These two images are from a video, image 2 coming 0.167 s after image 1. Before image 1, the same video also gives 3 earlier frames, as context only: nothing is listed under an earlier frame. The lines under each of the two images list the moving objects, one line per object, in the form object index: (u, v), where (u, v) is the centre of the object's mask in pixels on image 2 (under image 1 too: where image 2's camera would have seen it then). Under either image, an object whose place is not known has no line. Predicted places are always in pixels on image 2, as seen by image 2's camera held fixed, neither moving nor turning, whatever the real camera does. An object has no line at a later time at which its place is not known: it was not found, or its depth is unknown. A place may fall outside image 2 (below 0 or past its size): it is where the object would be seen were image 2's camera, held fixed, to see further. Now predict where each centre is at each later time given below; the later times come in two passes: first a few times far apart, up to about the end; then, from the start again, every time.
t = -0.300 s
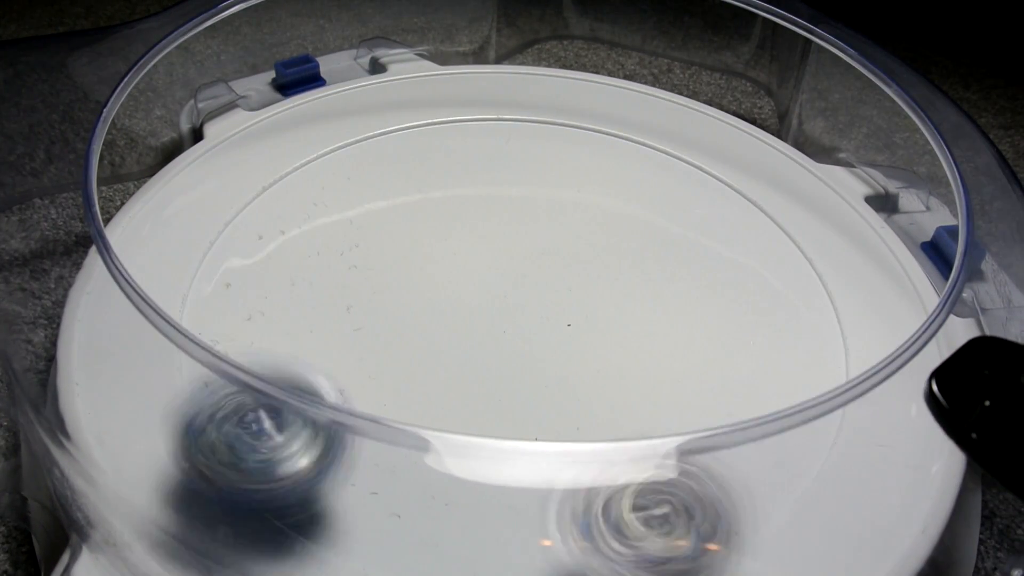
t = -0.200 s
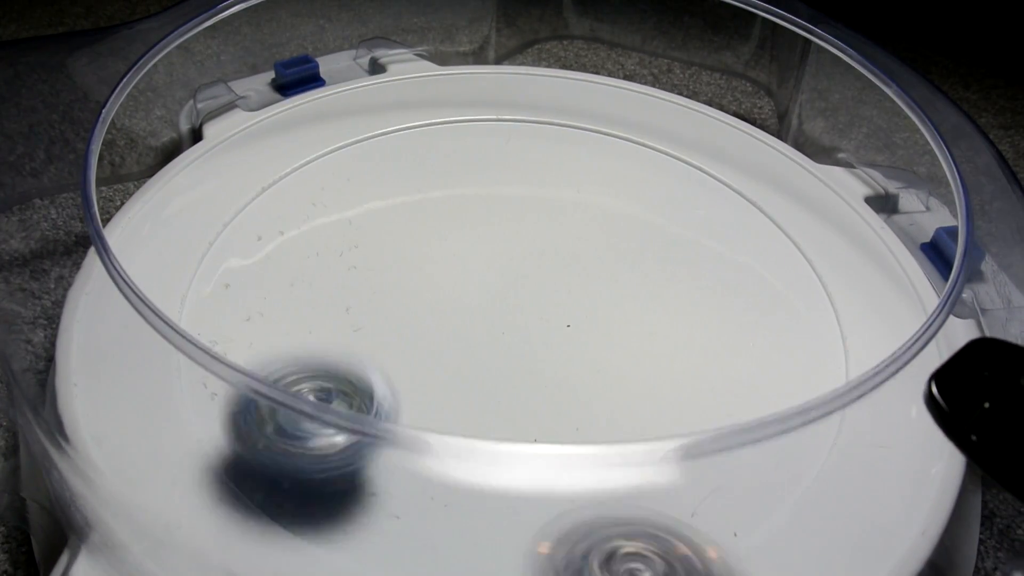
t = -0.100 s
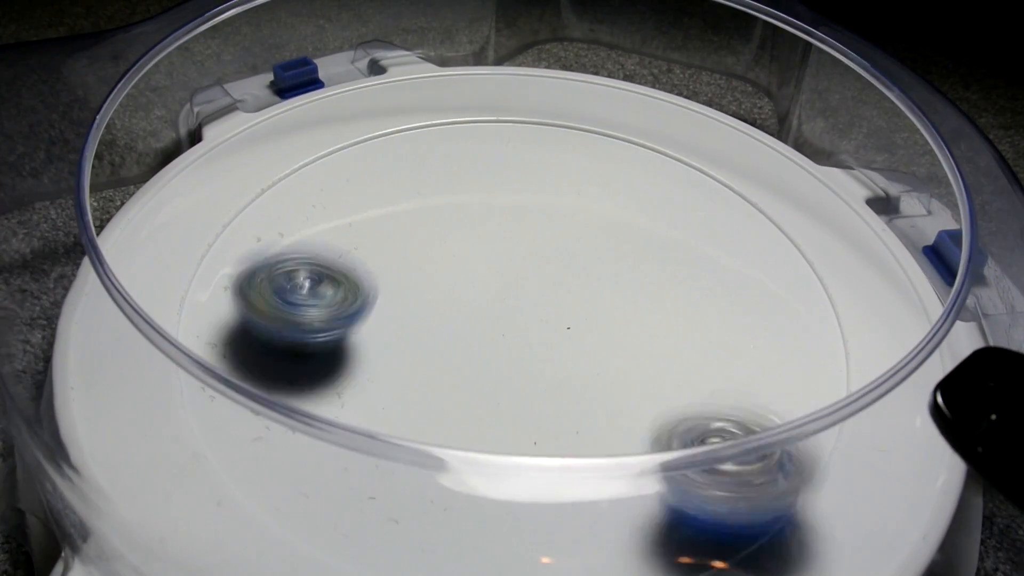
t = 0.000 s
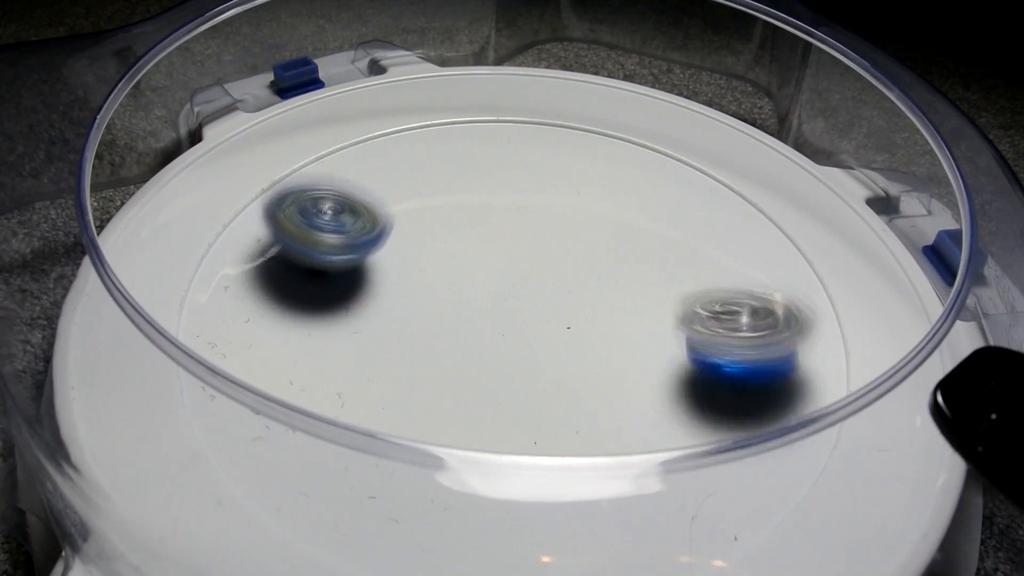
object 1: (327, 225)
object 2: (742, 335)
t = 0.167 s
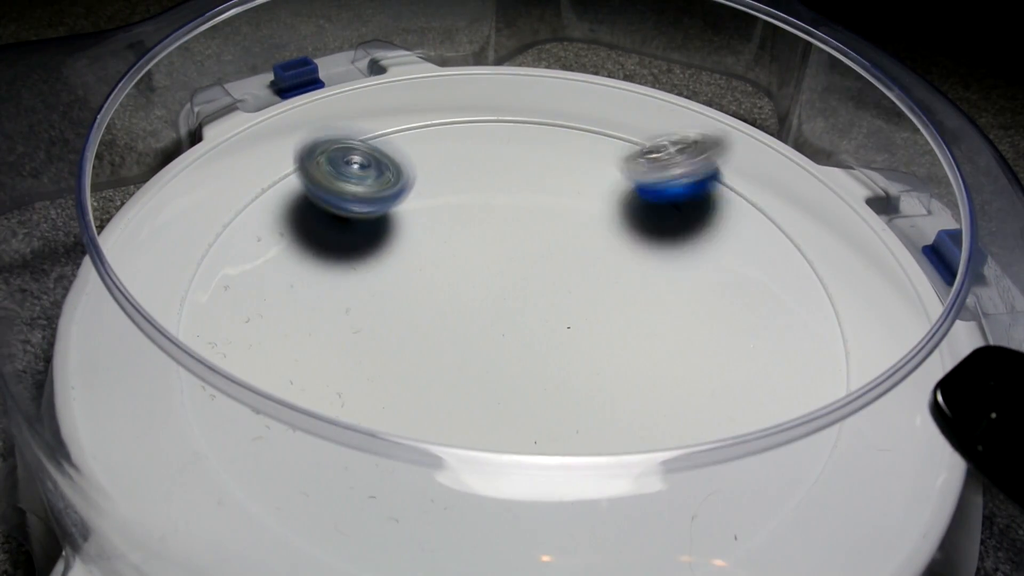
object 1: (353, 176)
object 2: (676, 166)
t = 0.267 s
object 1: (357, 177)
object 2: (615, 112)
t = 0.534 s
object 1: (361, 244)
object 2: (491, 150)
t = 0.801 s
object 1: (491, 336)
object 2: (588, 262)
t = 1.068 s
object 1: (604, 313)
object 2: (769, 218)
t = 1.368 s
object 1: (462, 233)
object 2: (673, 347)
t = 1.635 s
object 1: (279, 220)
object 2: (530, 349)
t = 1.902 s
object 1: (327, 226)
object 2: (645, 413)
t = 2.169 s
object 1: (507, 220)
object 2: (514, 317)
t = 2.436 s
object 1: (544, 107)
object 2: (613, 285)
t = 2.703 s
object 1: (549, 215)
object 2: (591, 323)
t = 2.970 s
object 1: (646, 206)
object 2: (330, 416)
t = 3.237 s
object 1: (603, 291)
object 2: (314, 257)
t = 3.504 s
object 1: (559, 395)
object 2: (623, 219)
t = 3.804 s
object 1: (515, 380)
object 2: (794, 333)
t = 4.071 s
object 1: (420, 273)
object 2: (504, 380)
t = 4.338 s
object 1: (314, 160)
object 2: (419, 236)
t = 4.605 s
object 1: (390, 181)
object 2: (628, 256)
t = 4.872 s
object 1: (572, 223)
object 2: (573, 398)
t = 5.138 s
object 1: (707, 267)
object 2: (372, 277)
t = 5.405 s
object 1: (671, 335)
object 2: (514, 167)
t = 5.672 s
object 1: (512, 369)
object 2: (680, 277)
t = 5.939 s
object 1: (387, 321)
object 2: (512, 401)
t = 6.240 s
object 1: (388, 212)
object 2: (344, 302)
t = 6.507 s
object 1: (484, 171)
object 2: (504, 314)
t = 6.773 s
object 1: (600, 229)
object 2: (636, 376)
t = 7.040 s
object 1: (689, 300)
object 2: (486, 375)
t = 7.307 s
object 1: (624, 342)
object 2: (375, 251)
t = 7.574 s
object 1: (464, 324)
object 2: (538, 200)
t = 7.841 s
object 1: (399, 258)
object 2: (659, 313)
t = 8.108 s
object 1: (461, 234)
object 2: (495, 389)
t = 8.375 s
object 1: (556, 266)
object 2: (396, 260)
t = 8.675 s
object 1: (592, 334)
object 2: (560, 199)
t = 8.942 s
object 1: (509, 346)
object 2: (662, 300)
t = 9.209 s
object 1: (441, 299)
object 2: (568, 349)
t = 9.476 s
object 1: (363, 204)
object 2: (625, 349)
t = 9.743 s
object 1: (450, 227)
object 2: (588, 316)
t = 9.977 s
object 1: (457, 256)
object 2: (608, 285)
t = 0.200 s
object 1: (355, 174)
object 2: (656, 145)
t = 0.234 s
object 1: (356, 175)
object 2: (636, 128)
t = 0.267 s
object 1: (357, 177)
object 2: (615, 112)
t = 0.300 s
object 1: (356, 182)
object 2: (596, 103)
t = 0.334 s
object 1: (354, 188)
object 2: (576, 98)
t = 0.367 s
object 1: (352, 194)
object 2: (558, 95)
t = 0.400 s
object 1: (349, 206)
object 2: (541, 97)
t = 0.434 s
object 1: (346, 217)
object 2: (526, 104)
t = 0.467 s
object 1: (348, 227)
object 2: (513, 115)
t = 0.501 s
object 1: (354, 235)
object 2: (501, 128)
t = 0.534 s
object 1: (361, 244)
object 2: (491, 150)
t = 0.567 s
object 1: (375, 250)
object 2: (483, 170)
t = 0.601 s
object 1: (391, 257)
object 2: (479, 190)
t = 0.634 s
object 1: (388, 275)
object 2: (494, 203)
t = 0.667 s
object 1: (393, 294)
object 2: (511, 215)
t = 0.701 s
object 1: (406, 311)
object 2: (530, 228)
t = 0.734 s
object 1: (429, 325)
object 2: (550, 242)
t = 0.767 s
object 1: (457, 333)
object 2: (569, 249)
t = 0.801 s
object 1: (491, 336)
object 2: (588, 262)
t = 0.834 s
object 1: (516, 340)
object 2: (611, 264)
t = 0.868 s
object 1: (529, 350)
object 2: (640, 256)
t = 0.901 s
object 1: (543, 354)
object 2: (667, 246)
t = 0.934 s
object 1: (562, 350)
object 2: (691, 236)
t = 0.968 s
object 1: (579, 343)
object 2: (713, 227)
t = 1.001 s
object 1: (592, 333)
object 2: (734, 221)
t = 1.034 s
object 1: (600, 323)
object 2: (754, 217)
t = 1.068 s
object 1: (604, 313)
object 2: (769, 218)
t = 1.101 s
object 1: (605, 303)
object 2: (778, 222)
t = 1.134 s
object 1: (603, 294)
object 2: (785, 235)
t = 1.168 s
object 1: (598, 286)
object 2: (783, 250)
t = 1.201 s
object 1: (592, 280)
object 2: (768, 267)
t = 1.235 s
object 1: (583, 276)
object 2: (740, 283)
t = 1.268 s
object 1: (574, 273)
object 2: (709, 293)
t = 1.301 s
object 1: (532, 258)
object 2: (703, 317)
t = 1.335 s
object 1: (494, 245)
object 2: (694, 332)
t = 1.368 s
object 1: (462, 233)
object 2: (673, 347)
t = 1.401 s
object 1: (433, 222)
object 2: (646, 358)
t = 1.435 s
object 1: (408, 222)
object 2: (609, 361)
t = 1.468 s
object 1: (389, 226)
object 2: (569, 361)
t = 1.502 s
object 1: (372, 237)
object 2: (532, 352)
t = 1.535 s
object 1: (362, 252)
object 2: (497, 338)
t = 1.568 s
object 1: (353, 265)
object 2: (472, 321)
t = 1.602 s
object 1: (315, 239)
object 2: (497, 331)
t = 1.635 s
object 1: (279, 220)
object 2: (530, 349)
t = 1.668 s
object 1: (255, 201)
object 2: (560, 360)
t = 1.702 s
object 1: (241, 190)
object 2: (588, 373)
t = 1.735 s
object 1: (246, 192)
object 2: (612, 384)
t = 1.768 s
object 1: (260, 198)
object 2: (630, 395)
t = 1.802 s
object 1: (274, 207)
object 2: (646, 400)
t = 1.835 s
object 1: (290, 215)
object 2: (651, 405)
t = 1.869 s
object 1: (308, 220)
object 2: (653, 409)
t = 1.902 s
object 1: (327, 226)
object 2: (645, 413)
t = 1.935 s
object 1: (348, 233)
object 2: (632, 416)
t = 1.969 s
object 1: (372, 238)
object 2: (606, 415)
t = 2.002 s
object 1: (394, 240)
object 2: (584, 411)
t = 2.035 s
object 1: (418, 240)
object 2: (559, 404)
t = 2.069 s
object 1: (442, 238)
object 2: (540, 391)
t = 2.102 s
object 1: (466, 235)
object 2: (526, 364)
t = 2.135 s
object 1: (488, 233)
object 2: (515, 339)
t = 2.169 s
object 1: (507, 220)
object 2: (514, 317)
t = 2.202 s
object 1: (525, 195)
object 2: (518, 309)
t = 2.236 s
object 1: (538, 170)
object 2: (526, 304)
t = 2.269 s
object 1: (546, 144)
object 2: (536, 300)
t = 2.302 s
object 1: (552, 129)
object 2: (551, 293)
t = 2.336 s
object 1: (552, 116)
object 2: (565, 289)
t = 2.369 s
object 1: (553, 105)
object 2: (582, 285)
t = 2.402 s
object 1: (550, 99)
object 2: (598, 283)
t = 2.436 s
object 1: (544, 107)
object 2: (613, 285)
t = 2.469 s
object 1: (540, 114)
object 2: (624, 288)
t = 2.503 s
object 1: (534, 125)
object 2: (634, 291)
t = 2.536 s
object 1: (531, 136)
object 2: (639, 296)
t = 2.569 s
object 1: (530, 151)
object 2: (639, 302)
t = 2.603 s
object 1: (529, 168)
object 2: (634, 309)
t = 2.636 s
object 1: (534, 182)
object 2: (626, 317)
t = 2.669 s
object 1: (541, 199)
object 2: (610, 321)
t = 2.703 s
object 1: (549, 215)
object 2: (591, 323)
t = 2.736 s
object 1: (562, 225)
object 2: (571, 322)
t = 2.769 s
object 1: (577, 229)
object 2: (548, 340)
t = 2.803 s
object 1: (598, 216)
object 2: (519, 370)
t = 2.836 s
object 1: (616, 206)
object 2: (484, 390)
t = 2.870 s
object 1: (630, 201)
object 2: (447, 398)
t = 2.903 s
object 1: (640, 201)
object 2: (407, 415)
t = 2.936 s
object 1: (644, 203)
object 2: (365, 421)
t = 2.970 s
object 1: (646, 206)
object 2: (330, 416)
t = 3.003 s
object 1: (644, 210)
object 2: (297, 405)
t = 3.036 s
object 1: (641, 217)
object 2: (270, 390)
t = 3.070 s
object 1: (636, 225)
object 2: (249, 367)
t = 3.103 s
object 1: (631, 236)
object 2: (251, 335)
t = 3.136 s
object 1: (624, 247)
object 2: (246, 318)
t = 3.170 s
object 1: (617, 261)
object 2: (258, 297)
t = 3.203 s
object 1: (610, 275)
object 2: (284, 276)
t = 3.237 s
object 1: (603, 291)
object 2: (314, 257)
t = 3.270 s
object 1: (596, 307)
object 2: (348, 242)
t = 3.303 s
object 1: (590, 323)
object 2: (388, 228)
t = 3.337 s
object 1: (583, 338)
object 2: (429, 221)
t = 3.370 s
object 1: (577, 354)
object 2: (471, 216)
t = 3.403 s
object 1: (571, 367)
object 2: (512, 214)
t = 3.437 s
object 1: (567, 381)
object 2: (552, 213)
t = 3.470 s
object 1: (562, 390)
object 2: (588, 216)
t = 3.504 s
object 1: (559, 395)
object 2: (623, 219)
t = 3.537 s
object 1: (554, 398)
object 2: (655, 224)
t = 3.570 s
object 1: (550, 401)
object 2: (684, 230)
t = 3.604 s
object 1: (547, 402)
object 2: (709, 239)
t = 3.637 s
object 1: (543, 401)
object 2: (733, 252)
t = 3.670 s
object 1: (538, 399)
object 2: (755, 264)
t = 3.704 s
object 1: (532, 398)
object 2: (772, 278)
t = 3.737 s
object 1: (529, 394)
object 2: (786, 294)
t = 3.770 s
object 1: (523, 389)
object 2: (794, 313)
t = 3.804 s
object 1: (515, 380)
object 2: (794, 333)
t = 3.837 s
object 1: (508, 372)
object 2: (782, 356)
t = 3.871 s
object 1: (502, 362)
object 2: (755, 373)
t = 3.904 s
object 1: (491, 350)
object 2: (723, 385)
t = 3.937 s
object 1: (481, 339)
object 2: (680, 394)
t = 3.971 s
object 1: (472, 327)
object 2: (628, 397)
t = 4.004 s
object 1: (460, 315)
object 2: (576, 394)
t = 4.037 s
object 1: (442, 296)
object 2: (532, 388)
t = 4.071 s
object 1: (420, 273)
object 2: (504, 380)
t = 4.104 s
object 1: (394, 249)
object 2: (476, 367)
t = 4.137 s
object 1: (374, 230)
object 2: (451, 350)
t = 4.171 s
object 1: (357, 213)
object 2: (431, 331)
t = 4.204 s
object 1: (344, 201)
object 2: (416, 310)
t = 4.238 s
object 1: (333, 190)
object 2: (406, 287)
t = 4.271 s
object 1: (325, 182)
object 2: (403, 266)
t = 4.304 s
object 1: (318, 173)
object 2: (406, 246)
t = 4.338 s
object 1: (314, 160)
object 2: (419, 236)
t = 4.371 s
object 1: (309, 149)
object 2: (440, 230)
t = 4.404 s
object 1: (308, 145)
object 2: (465, 225)
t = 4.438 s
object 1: (317, 147)
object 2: (492, 222)
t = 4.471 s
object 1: (327, 151)
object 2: (521, 222)
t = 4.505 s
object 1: (341, 156)
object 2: (550, 225)
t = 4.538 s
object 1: (356, 164)
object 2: (578, 233)
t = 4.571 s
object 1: (371, 174)
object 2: (604, 242)
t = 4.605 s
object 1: (390, 181)
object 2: (628, 256)
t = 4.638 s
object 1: (410, 184)
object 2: (647, 272)
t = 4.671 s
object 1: (429, 189)
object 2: (661, 293)
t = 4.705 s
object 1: (451, 195)
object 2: (669, 311)
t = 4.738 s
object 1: (474, 202)
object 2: (669, 334)
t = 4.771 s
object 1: (499, 208)
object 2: (659, 358)
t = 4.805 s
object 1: (523, 211)
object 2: (637, 378)
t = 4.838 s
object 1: (548, 215)
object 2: (610, 391)
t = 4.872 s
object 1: (572, 223)
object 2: (573, 398)
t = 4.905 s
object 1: (597, 227)
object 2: (534, 398)
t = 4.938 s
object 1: (620, 230)
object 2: (498, 394)
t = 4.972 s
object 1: (639, 235)
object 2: (459, 386)
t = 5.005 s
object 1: (658, 241)
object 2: (426, 370)
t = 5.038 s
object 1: (676, 247)
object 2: (403, 349)
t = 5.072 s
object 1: (690, 252)
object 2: (385, 327)
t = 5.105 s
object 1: (699, 259)
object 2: (375, 302)
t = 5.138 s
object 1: (707, 267)
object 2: (372, 277)
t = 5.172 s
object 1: (714, 275)
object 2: (374, 255)
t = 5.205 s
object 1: (716, 280)
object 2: (385, 233)
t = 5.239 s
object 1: (717, 289)
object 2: (399, 215)
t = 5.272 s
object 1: (714, 299)
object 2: (416, 197)
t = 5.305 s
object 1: (708, 308)
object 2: (438, 185)
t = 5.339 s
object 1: (698, 316)
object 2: (461, 176)
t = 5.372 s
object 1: (686, 326)
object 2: (487, 171)
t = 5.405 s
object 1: (671, 335)
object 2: (514, 167)
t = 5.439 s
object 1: (657, 343)
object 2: (542, 169)
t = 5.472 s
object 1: (640, 350)
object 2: (570, 174)
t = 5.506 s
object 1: (620, 356)
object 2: (597, 183)
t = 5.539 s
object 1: (599, 362)
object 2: (620, 192)
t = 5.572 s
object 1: (580, 366)
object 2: (643, 209)
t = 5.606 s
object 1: (557, 368)
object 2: (660, 229)
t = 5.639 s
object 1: (534, 370)
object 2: (673, 253)
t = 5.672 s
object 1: (512, 369)
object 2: (680, 277)
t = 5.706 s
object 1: (492, 367)
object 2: (680, 298)
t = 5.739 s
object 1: (471, 364)
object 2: (676, 321)
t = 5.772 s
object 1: (452, 360)
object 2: (665, 346)
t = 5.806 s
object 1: (436, 354)
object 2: (643, 368)
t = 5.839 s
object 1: (420, 346)
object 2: (616, 382)
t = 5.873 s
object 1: (407, 338)
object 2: (584, 393)
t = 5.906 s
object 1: (396, 330)
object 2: (552, 400)
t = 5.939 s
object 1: (387, 321)
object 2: (512, 401)
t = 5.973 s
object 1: (380, 311)
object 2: (471, 398)
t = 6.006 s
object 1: (375, 300)
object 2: (436, 392)
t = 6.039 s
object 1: (371, 286)
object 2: (407, 385)
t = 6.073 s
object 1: (368, 271)
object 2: (381, 377)
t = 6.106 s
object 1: (369, 257)
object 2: (363, 367)
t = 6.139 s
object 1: (370, 245)
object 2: (346, 356)
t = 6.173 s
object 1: (374, 234)
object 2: (336, 338)
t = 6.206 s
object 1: (379, 225)
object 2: (339, 320)
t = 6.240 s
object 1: (388, 212)
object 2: (344, 302)
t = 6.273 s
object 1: (400, 198)
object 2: (353, 298)
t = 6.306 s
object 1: (413, 186)
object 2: (365, 297)
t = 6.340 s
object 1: (425, 178)
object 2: (381, 294)
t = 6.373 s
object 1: (437, 174)
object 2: (404, 296)
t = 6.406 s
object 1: (449, 169)
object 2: (428, 296)
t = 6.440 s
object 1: (460, 168)
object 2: (453, 301)
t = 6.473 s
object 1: (473, 168)
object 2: (478, 307)
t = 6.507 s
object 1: (484, 171)
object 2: (504, 314)
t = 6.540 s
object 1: (497, 172)
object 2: (530, 321)
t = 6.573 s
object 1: (510, 176)
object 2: (553, 327)
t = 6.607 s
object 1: (524, 182)
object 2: (575, 336)
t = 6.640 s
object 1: (539, 190)
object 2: (594, 345)
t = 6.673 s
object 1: (554, 196)
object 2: (610, 354)
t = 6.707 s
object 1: (571, 208)
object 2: (625, 364)
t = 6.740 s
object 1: (585, 218)
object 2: (632, 372)
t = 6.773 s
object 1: (600, 229)
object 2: (636, 376)
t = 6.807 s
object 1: (616, 242)
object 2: (633, 382)
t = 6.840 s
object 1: (627, 253)
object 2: (625, 385)
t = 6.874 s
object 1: (636, 266)
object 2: (616, 385)
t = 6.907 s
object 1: (647, 275)
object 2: (606, 381)
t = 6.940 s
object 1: (657, 286)
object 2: (589, 377)
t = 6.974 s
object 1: (667, 295)
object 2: (557, 377)
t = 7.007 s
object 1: (681, 296)
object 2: (523, 379)
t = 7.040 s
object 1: (689, 300)
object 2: (486, 375)
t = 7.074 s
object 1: (691, 306)
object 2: (456, 367)
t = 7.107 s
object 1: (689, 313)
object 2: (427, 354)
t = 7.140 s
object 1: (685, 318)
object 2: (403, 341)
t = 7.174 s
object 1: (676, 324)
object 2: (386, 323)
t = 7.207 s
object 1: (667, 329)
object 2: (374, 305)
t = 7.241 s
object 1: (655, 334)
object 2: (369, 287)
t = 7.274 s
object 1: (640, 338)
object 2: (368, 269)
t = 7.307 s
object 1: (624, 342)
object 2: (375, 251)
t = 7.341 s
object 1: (605, 343)
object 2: (384, 233)
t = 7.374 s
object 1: (586, 344)
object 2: (401, 219)
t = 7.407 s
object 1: (565, 343)
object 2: (418, 208)
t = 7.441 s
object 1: (543, 342)
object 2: (440, 200)
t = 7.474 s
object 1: (524, 339)
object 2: (464, 195)
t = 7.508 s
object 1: (502, 333)
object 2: (488, 193)
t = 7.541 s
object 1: (485, 328)
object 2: (514, 195)
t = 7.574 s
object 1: (464, 324)
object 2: (538, 200)
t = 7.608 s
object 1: (449, 314)
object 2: (563, 208)
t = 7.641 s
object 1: (434, 305)
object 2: (586, 217)
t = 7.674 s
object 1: (422, 296)
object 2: (607, 230)
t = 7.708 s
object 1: (413, 287)
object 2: (624, 243)
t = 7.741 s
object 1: (404, 279)
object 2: (640, 261)
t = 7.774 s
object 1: (401, 271)
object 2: (650, 275)
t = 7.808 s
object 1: (399, 264)
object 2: (658, 296)
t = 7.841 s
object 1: (399, 258)
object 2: (659, 313)
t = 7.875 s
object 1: (402, 252)
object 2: (656, 332)
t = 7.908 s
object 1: (406, 246)
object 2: (647, 349)
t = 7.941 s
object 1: (411, 242)
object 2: (630, 367)
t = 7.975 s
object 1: (419, 238)
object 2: (610, 382)
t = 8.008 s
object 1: (428, 237)
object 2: (582, 388)
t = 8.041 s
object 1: (438, 234)
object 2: (557, 393)
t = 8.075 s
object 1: (449, 235)
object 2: (524, 394)
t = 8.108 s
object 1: (461, 234)
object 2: (495, 389)
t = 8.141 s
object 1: (473, 238)
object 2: (465, 378)
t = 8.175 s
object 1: (486, 237)
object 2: (439, 365)
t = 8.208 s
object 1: (499, 242)
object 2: (421, 353)
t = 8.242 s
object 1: (511, 244)
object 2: (406, 334)
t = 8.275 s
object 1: (524, 251)
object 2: (394, 317)
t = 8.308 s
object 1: (534, 254)
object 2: (390, 297)
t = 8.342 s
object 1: (547, 261)
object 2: (390, 278)
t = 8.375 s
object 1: (556, 266)
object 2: (396, 260)
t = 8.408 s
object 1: (568, 274)
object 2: (407, 243)
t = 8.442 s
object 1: (574, 281)
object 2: (417, 228)
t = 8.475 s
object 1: (583, 288)
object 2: (435, 215)
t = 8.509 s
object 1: (586, 296)
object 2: (453, 206)
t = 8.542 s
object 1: (592, 303)
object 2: (472, 199)
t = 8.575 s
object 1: (595, 310)
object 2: (495, 195)
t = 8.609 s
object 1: (596, 318)
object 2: (516, 193)
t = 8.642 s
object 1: (594, 324)
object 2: (538, 193)
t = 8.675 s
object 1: (592, 334)
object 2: (560, 199)
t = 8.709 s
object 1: (586, 338)
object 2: (580, 207)
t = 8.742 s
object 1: (580, 340)
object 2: (600, 217)
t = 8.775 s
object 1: (572, 343)
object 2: (616, 227)
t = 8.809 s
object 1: (564, 344)
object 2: (629, 242)
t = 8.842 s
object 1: (554, 346)
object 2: (639, 261)
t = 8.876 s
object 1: (544, 345)
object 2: (644, 275)
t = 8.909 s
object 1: (527, 344)
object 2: (651, 289)
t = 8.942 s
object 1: (509, 346)
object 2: (662, 300)
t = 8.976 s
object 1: (493, 344)
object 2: (665, 308)
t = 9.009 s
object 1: (480, 339)
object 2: (668, 320)
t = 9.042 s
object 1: (470, 333)
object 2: (666, 330)
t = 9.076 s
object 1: (462, 327)
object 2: (652, 339)
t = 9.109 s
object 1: (453, 320)
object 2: (638, 348)
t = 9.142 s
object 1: (447, 312)
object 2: (620, 352)
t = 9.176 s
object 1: (444, 305)
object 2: (594, 351)
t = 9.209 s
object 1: (441, 299)
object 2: (568, 349)
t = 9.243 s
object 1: (436, 288)
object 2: (551, 343)
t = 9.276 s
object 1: (416, 270)
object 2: (553, 340)
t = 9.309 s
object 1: (392, 250)
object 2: (568, 343)
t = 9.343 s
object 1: (375, 233)
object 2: (580, 342)
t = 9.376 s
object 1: (364, 221)
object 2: (594, 344)
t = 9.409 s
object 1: (360, 212)
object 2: (607, 346)
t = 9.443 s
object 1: (362, 208)
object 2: (617, 347)
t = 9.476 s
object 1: (363, 204)
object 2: (625, 349)
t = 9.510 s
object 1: (368, 200)
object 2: (633, 348)
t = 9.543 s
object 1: (375, 201)
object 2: (634, 347)
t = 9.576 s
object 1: (384, 202)
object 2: (632, 344)
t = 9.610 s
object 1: (396, 202)
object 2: (625, 343)
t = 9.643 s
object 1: (407, 207)
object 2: (619, 340)
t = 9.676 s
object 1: (421, 211)
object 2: (609, 333)
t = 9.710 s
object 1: (435, 219)
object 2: (598, 326)
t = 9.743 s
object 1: (450, 227)
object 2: (588, 316)
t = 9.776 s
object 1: (463, 237)
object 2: (579, 307)
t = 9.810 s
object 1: (464, 236)
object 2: (582, 300)
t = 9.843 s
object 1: (457, 236)
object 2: (590, 296)
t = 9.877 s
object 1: (456, 237)
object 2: (596, 293)
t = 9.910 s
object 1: (459, 242)
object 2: (603, 289)
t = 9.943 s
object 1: (458, 250)
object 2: (606, 288)
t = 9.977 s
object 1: (457, 256)
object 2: (608, 285)
